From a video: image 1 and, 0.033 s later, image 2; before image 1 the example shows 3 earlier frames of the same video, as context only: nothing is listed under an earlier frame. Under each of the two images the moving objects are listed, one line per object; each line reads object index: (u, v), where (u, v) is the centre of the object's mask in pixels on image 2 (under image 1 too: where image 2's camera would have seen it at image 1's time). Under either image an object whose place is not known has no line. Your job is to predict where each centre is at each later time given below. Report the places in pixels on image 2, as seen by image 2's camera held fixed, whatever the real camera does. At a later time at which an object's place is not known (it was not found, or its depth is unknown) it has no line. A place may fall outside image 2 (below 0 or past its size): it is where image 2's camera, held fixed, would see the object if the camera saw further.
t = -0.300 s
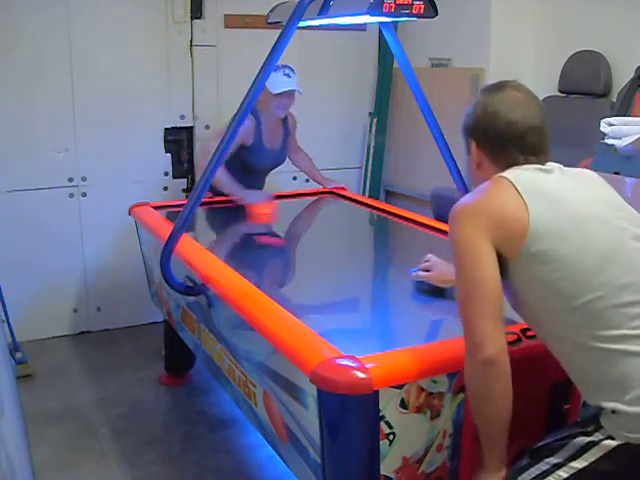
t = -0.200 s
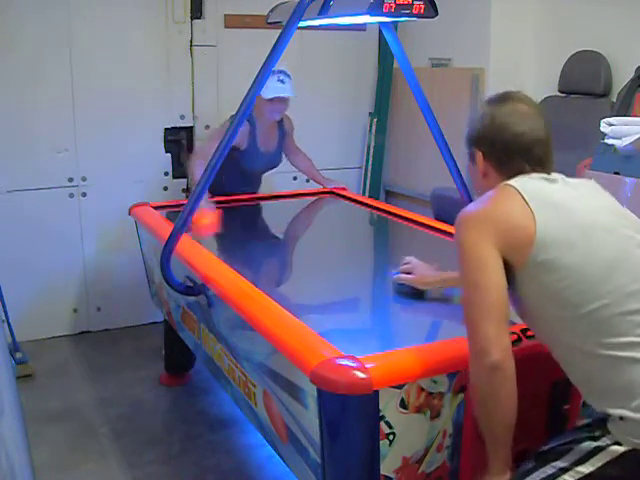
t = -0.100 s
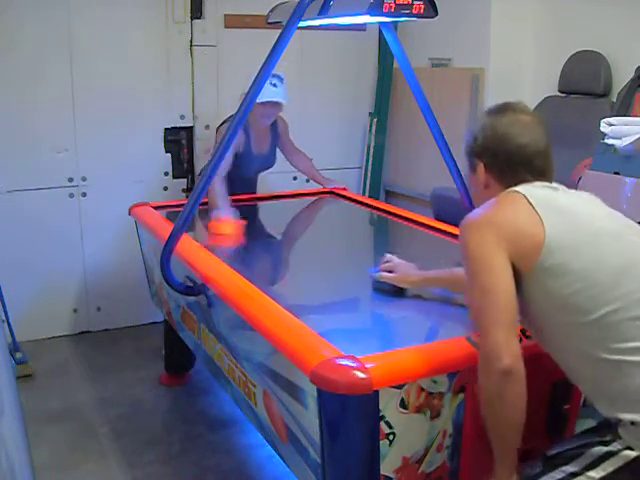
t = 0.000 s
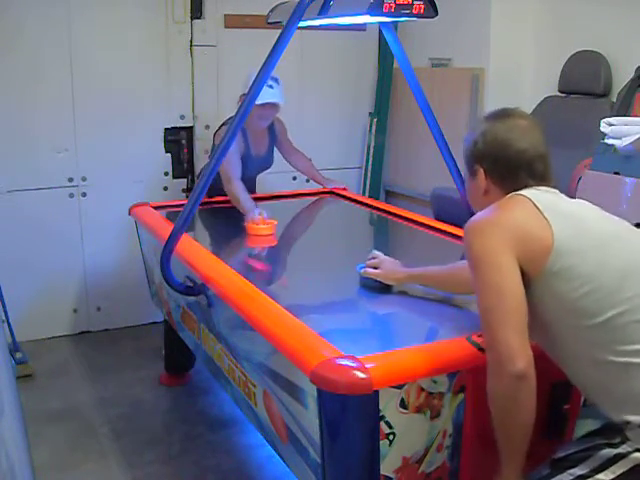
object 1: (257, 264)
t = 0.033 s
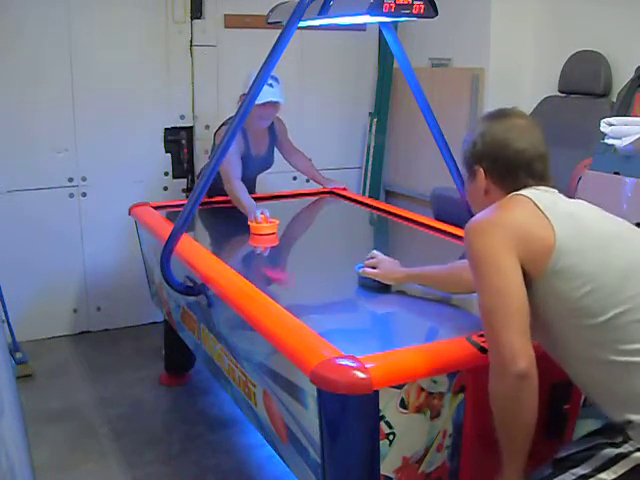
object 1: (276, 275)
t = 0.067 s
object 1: (296, 283)
